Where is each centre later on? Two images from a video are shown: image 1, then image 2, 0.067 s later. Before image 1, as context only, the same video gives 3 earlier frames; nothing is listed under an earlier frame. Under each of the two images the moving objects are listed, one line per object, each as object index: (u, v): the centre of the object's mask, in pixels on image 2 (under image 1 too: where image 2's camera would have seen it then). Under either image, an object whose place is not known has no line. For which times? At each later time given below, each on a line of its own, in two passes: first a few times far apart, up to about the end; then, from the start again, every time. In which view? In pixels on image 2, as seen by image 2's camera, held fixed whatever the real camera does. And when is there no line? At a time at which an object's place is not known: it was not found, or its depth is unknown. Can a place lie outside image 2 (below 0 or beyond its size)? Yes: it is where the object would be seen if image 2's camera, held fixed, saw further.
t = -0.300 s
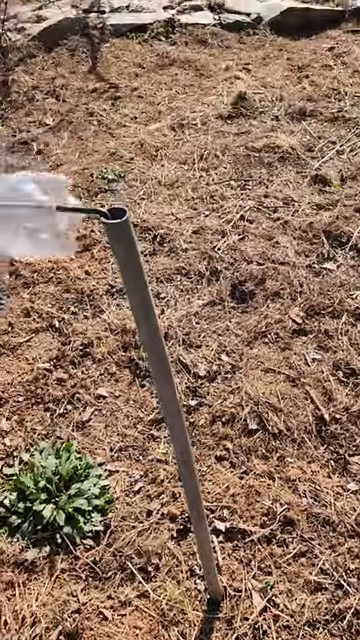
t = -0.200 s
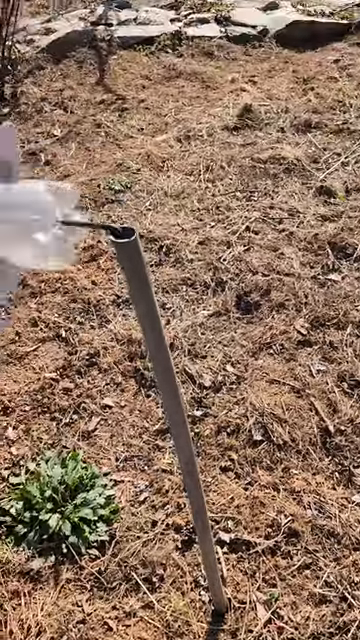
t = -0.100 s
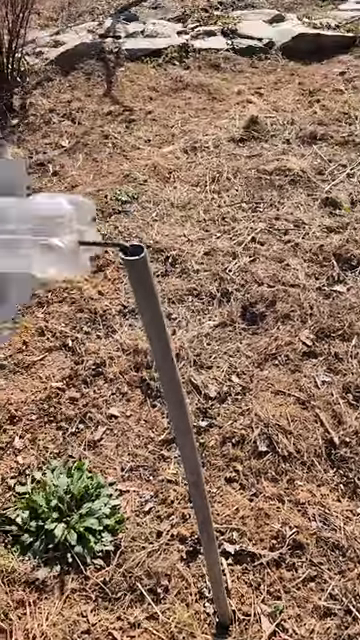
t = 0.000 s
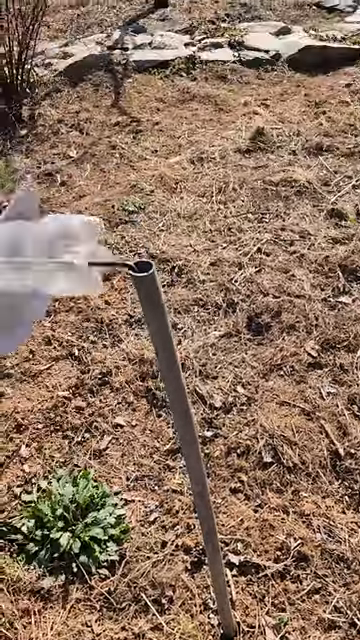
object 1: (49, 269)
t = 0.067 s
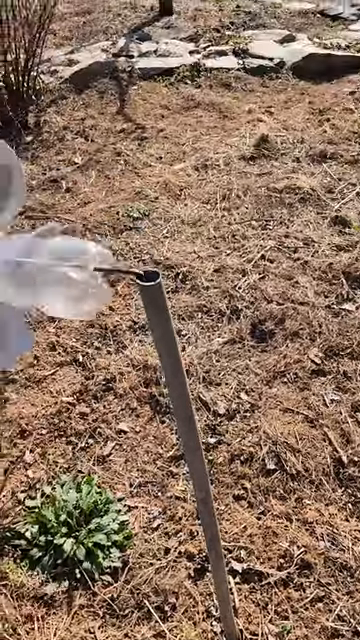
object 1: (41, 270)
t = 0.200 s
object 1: (39, 285)
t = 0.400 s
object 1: (31, 290)
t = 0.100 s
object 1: (45, 278)
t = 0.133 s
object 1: (38, 272)
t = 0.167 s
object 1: (37, 277)
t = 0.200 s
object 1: (39, 285)
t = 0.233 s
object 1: (32, 278)
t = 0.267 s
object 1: (34, 285)
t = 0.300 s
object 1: (31, 287)
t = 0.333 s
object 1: (31, 290)
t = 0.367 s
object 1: (29, 296)
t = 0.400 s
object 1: (31, 290)
